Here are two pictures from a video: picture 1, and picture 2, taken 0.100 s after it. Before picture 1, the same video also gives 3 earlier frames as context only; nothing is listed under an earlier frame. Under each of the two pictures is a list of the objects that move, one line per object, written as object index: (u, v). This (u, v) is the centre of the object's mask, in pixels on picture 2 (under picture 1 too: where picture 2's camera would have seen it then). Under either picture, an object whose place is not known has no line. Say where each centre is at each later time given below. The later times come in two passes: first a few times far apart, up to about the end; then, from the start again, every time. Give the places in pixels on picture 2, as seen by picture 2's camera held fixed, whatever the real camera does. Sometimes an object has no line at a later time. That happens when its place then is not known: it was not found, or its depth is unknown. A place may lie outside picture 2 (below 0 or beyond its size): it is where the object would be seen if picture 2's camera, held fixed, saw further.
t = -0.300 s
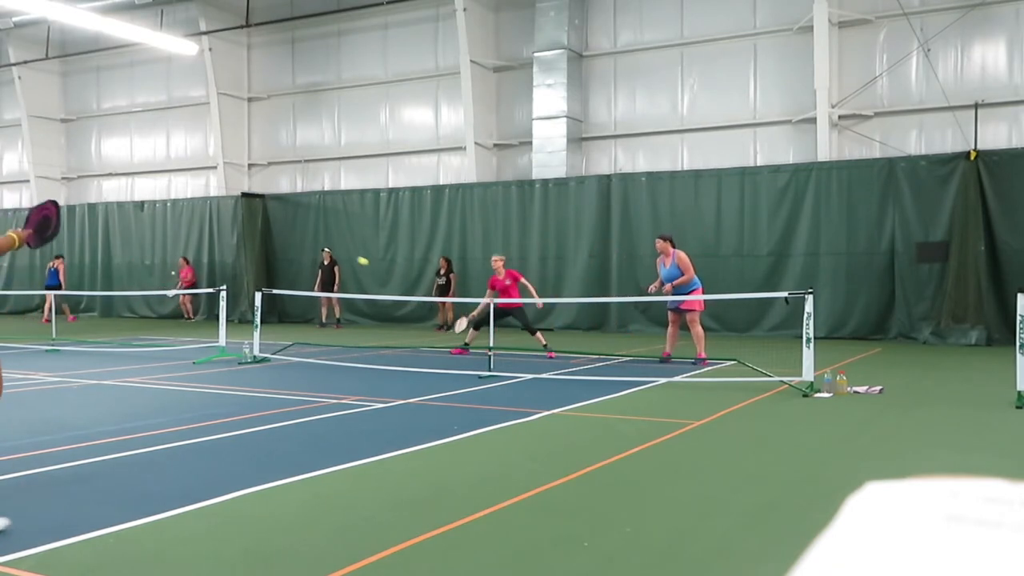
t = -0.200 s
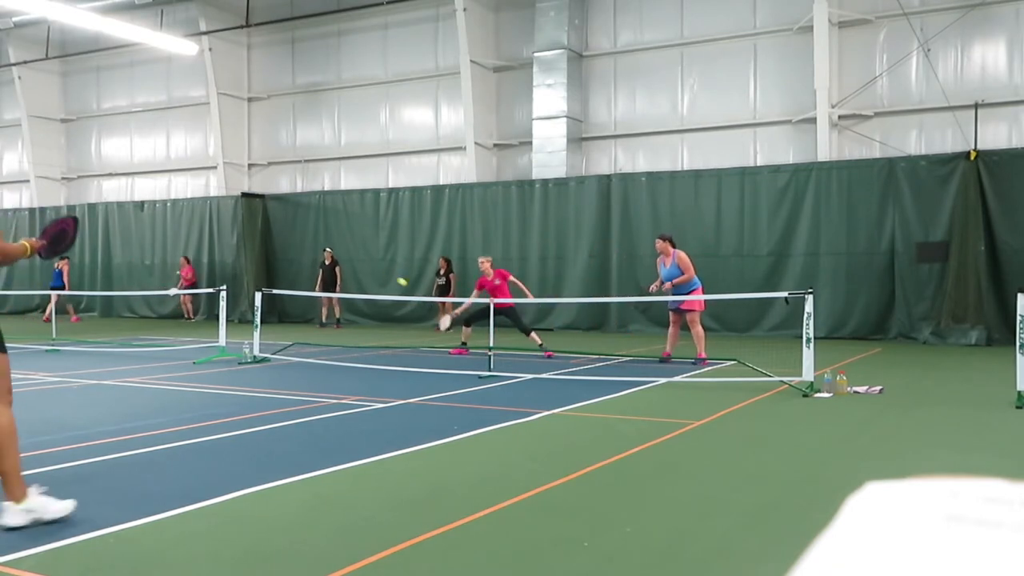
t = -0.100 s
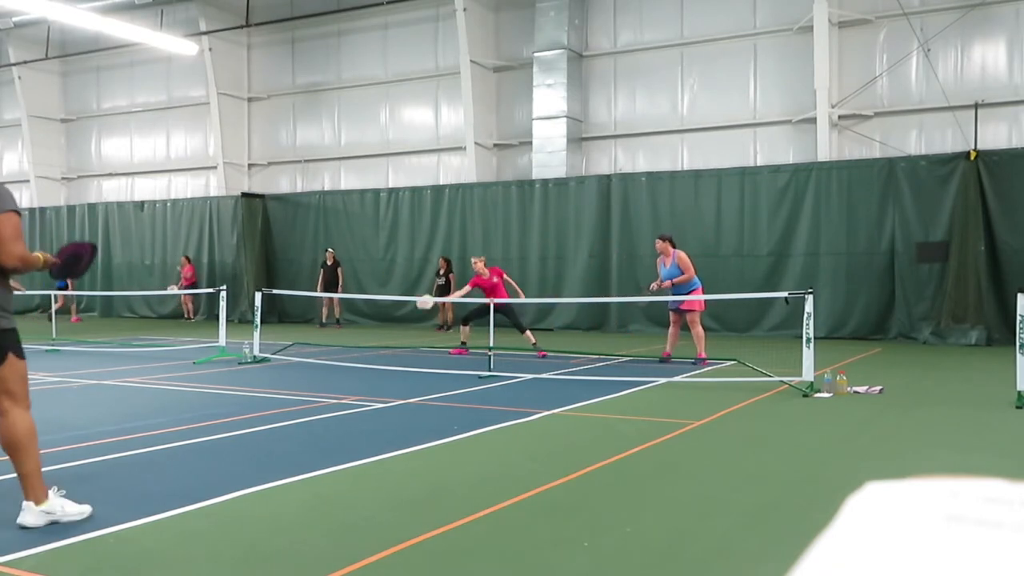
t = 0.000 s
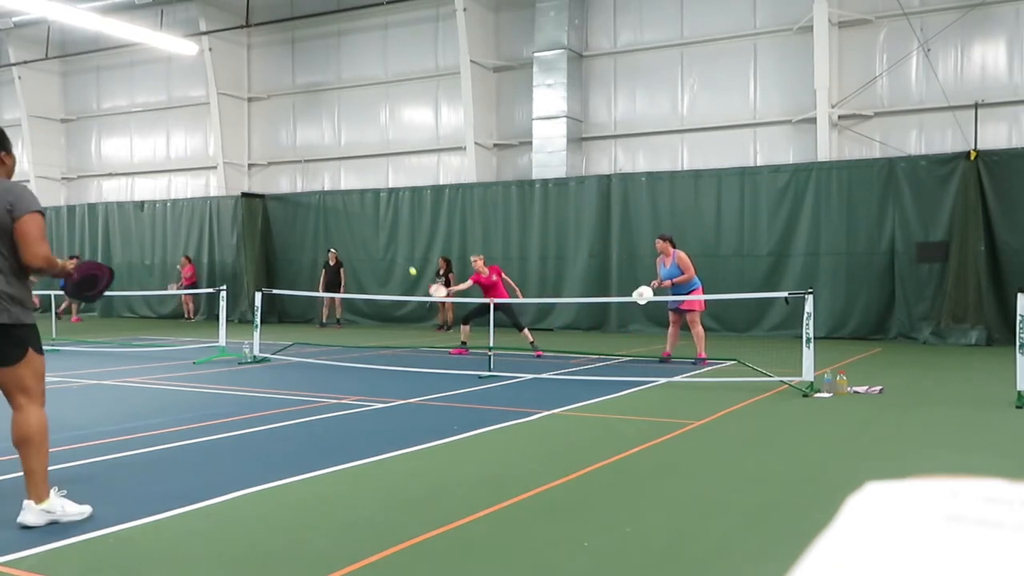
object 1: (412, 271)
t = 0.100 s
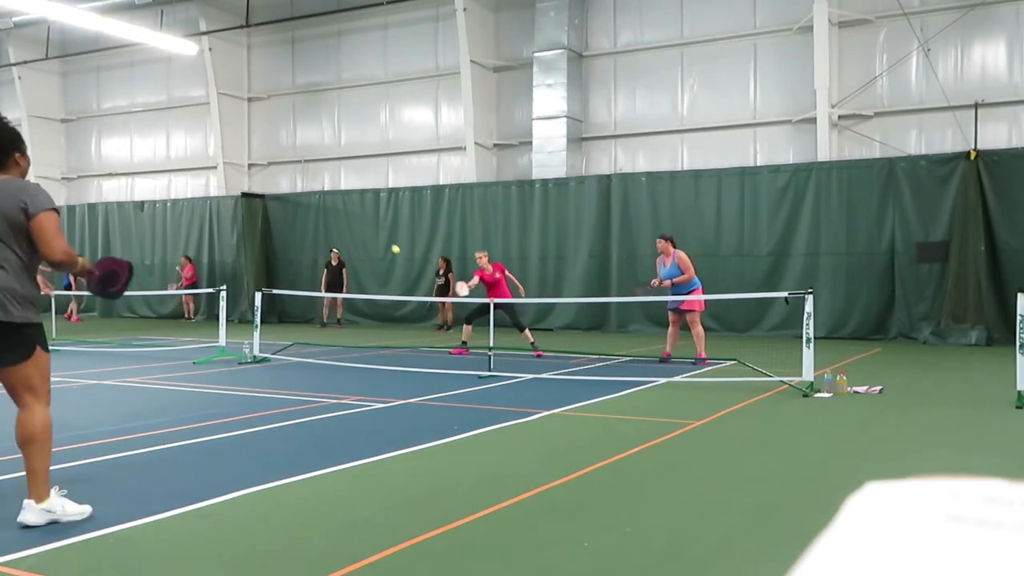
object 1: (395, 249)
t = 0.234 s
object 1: (369, 230)
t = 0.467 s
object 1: (313, 239)
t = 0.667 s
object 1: (245, 317)
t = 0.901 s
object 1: (143, 424)
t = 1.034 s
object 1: (90, 377)
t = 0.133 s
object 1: (389, 243)
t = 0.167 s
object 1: (383, 238)
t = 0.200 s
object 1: (376, 234)
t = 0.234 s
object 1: (369, 230)
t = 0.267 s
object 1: (363, 228)
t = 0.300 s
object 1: (355, 226)
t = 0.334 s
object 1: (347, 226)
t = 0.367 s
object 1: (339, 227)
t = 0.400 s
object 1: (331, 230)
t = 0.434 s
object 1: (322, 233)
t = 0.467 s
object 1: (313, 239)
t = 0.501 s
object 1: (303, 247)
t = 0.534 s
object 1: (293, 256)
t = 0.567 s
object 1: (282, 268)
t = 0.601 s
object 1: (271, 281)
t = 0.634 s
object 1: (258, 297)
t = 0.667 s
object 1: (245, 317)
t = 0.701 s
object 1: (233, 339)
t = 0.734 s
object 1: (218, 365)
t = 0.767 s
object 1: (201, 396)
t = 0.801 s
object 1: (185, 429)
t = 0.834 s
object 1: (167, 458)
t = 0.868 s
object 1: (155, 440)
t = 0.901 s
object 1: (143, 424)
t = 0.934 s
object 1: (131, 410)
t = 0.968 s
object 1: (118, 397)
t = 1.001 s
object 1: (104, 386)
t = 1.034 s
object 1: (90, 377)
